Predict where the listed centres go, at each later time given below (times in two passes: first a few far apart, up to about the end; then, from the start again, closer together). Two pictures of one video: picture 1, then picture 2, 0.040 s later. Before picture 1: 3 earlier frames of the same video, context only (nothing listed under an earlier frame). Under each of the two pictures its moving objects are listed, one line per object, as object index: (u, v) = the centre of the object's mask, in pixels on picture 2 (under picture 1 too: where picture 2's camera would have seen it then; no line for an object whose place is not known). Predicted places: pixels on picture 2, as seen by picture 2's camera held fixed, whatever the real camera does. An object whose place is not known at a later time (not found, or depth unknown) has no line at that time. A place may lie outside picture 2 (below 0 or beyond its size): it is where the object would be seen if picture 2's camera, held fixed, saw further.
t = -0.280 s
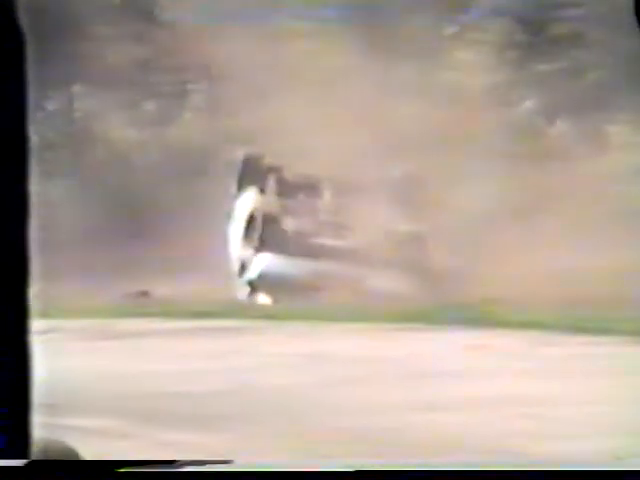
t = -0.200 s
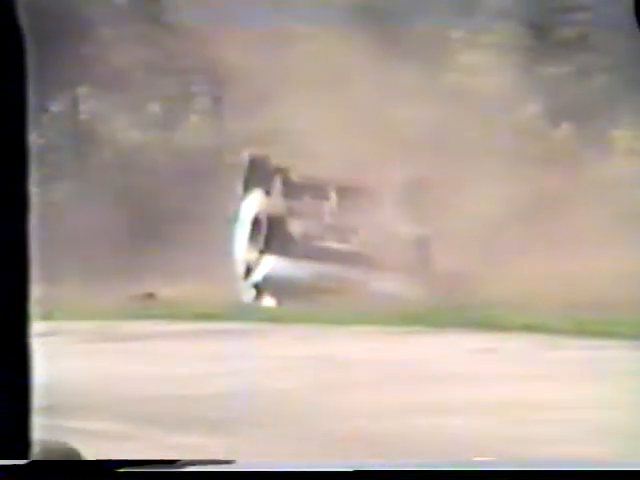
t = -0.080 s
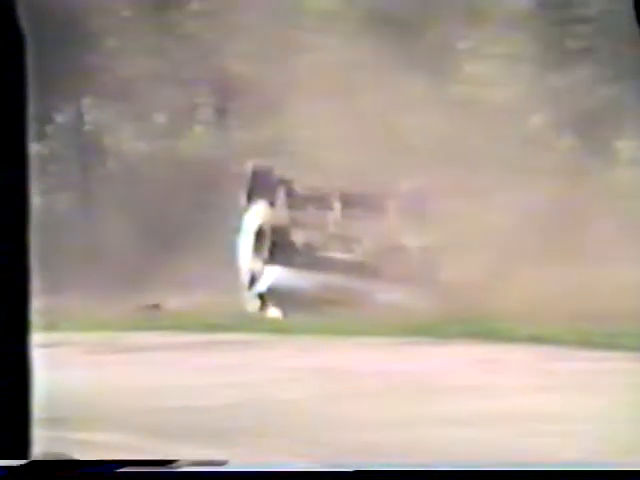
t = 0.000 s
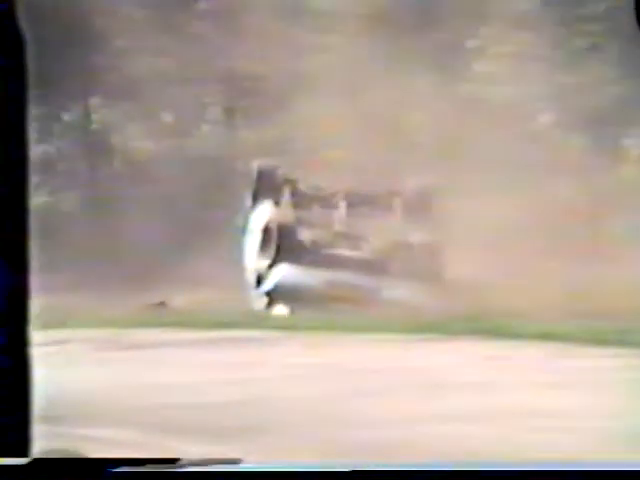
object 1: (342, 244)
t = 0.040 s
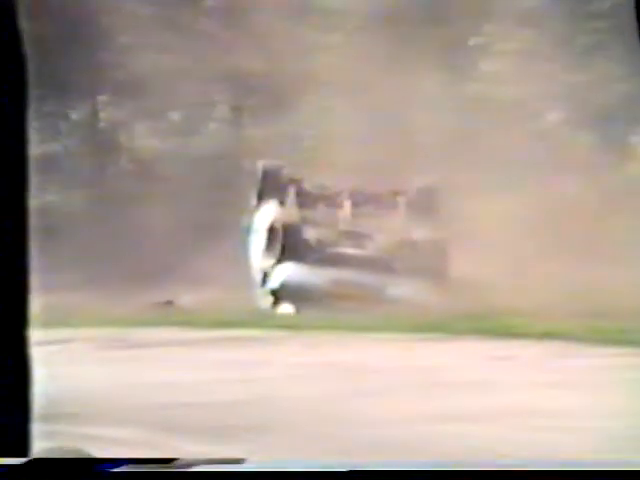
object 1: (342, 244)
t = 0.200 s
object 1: (337, 247)
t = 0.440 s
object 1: (332, 253)
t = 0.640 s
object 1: (323, 258)
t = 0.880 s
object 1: (318, 261)
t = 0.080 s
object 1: (343, 246)
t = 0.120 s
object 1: (341, 246)
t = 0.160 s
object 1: (340, 247)
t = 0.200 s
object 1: (337, 247)
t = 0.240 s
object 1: (338, 248)
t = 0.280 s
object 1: (336, 249)
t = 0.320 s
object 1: (335, 250)
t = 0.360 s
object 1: (333, 253)
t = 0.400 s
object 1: (333, 252)
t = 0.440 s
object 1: (332, 253)
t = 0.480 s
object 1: (331, 254)
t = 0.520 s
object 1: (330, 256)
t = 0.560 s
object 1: (329, 257)
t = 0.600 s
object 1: (326, 258)
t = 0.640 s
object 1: (323, 258)
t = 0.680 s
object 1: (320, 258)
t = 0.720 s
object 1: (320, 261)
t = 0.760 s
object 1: (320, 260)
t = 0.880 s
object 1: (318, 261)
